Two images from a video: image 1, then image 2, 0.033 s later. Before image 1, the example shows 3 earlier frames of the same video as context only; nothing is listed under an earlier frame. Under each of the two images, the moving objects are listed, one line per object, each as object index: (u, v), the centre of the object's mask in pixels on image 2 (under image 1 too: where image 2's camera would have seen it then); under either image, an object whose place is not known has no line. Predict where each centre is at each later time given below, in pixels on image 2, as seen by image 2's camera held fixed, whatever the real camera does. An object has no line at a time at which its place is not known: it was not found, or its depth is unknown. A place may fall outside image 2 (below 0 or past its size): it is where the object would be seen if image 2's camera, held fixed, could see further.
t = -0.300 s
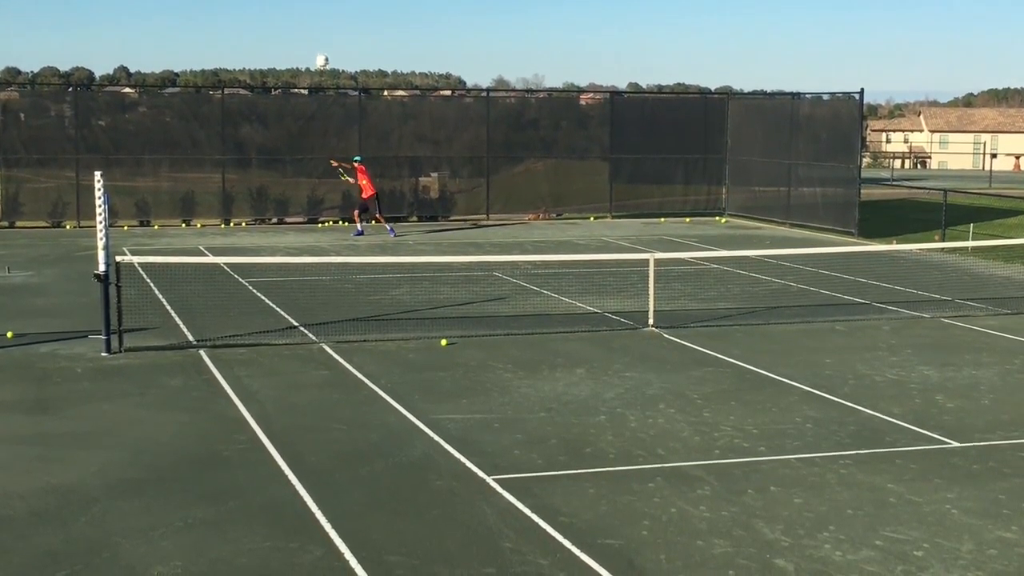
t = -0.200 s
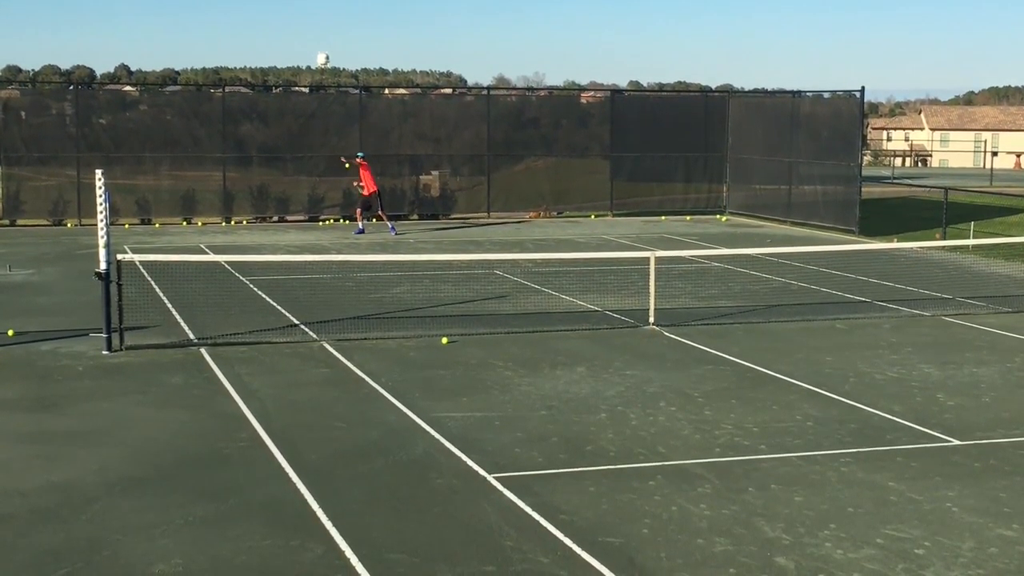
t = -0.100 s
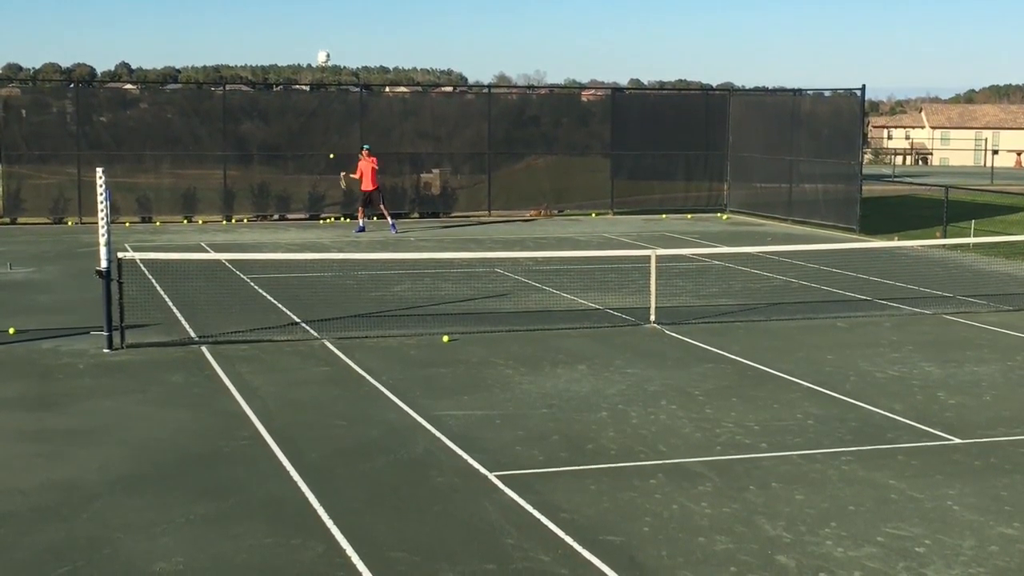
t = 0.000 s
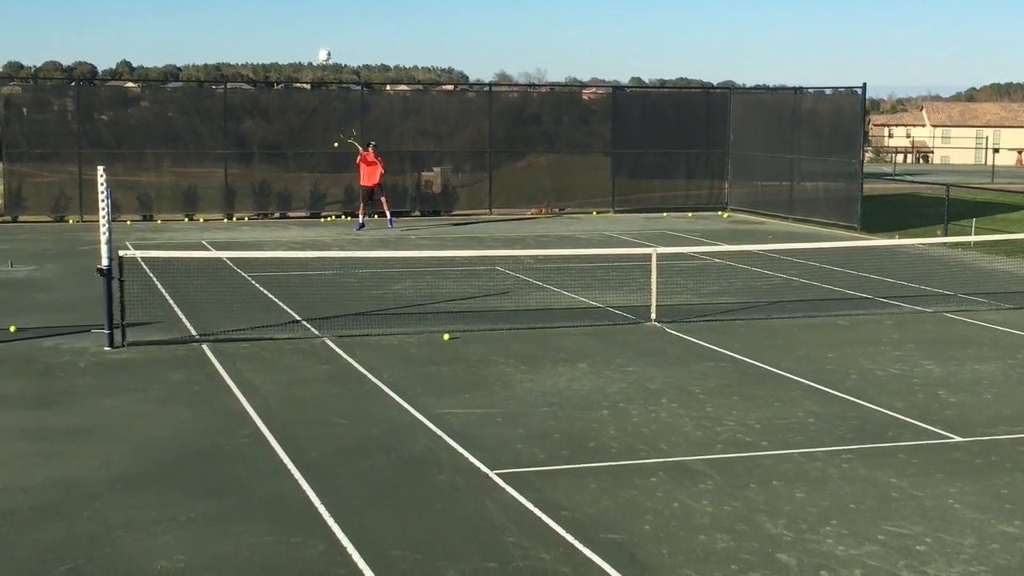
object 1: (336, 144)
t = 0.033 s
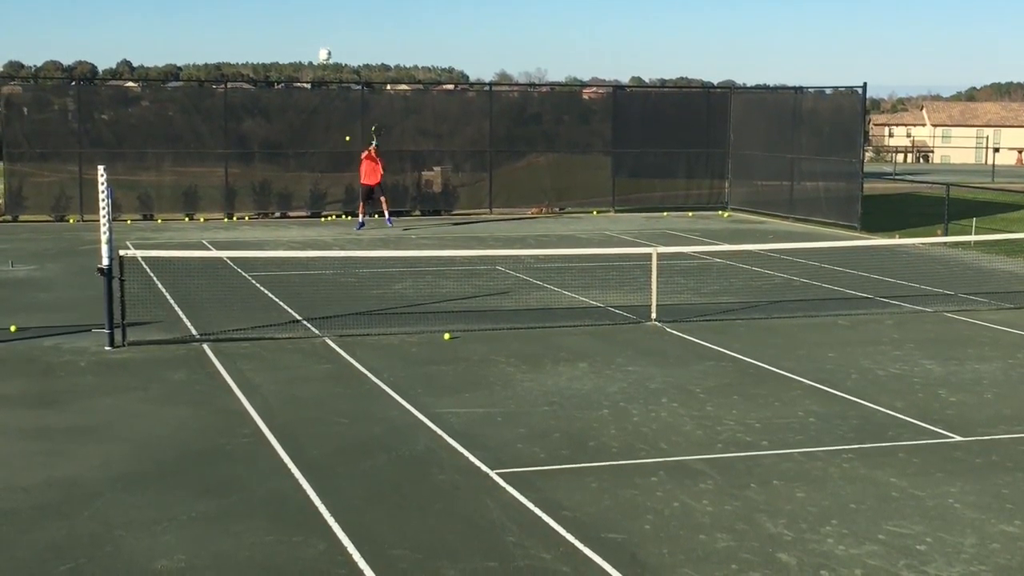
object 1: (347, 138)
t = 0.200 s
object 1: (411, 118)
